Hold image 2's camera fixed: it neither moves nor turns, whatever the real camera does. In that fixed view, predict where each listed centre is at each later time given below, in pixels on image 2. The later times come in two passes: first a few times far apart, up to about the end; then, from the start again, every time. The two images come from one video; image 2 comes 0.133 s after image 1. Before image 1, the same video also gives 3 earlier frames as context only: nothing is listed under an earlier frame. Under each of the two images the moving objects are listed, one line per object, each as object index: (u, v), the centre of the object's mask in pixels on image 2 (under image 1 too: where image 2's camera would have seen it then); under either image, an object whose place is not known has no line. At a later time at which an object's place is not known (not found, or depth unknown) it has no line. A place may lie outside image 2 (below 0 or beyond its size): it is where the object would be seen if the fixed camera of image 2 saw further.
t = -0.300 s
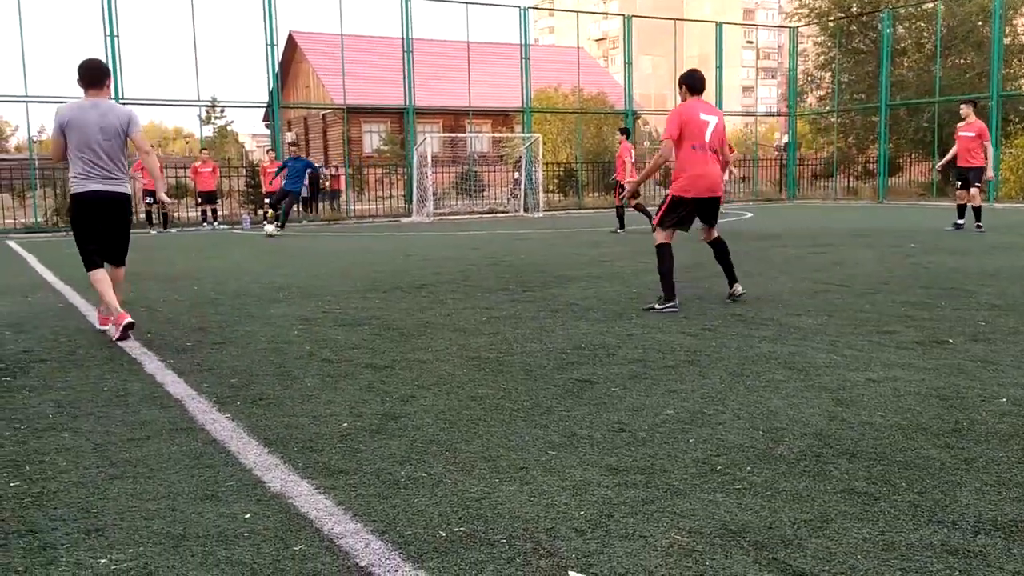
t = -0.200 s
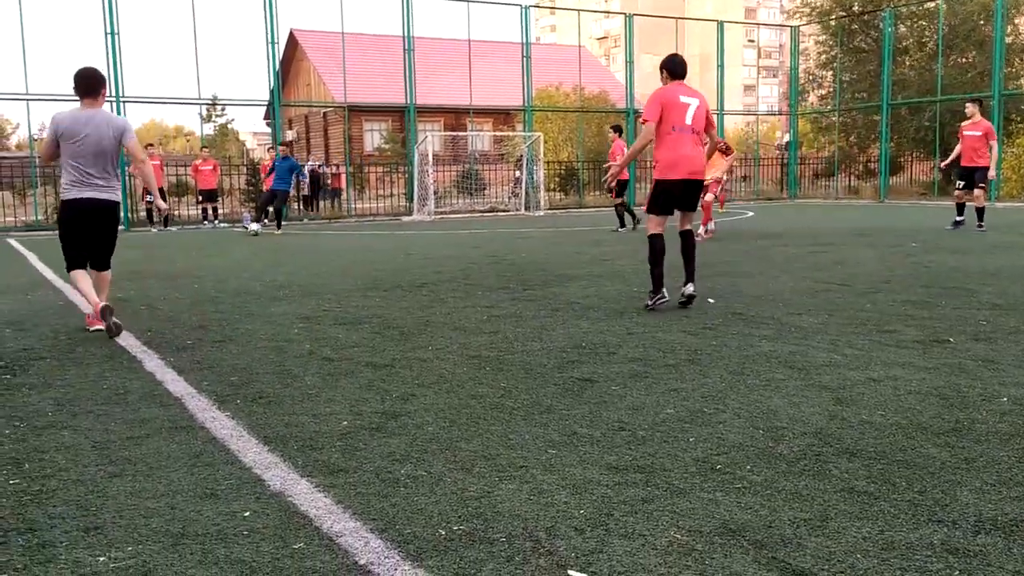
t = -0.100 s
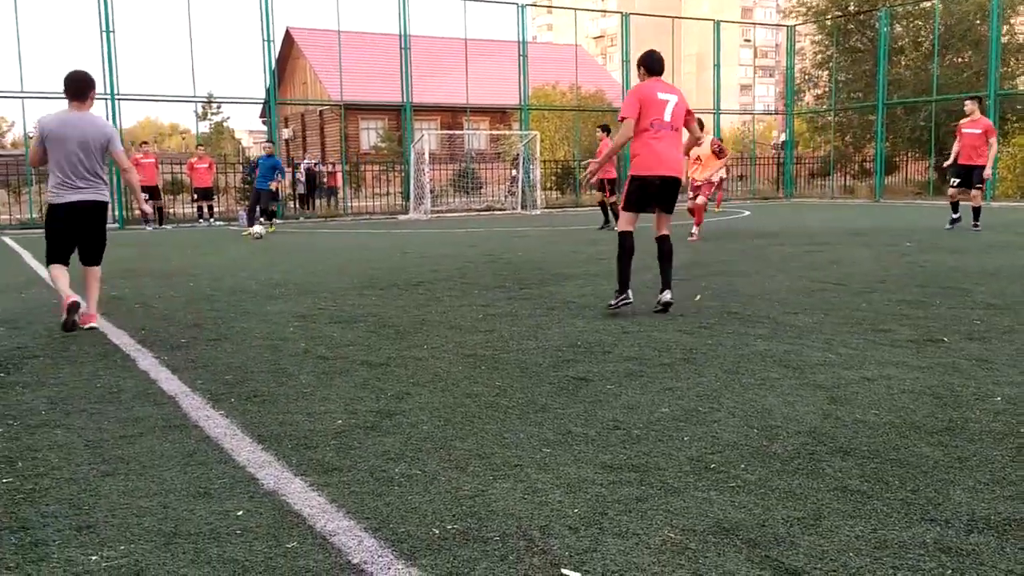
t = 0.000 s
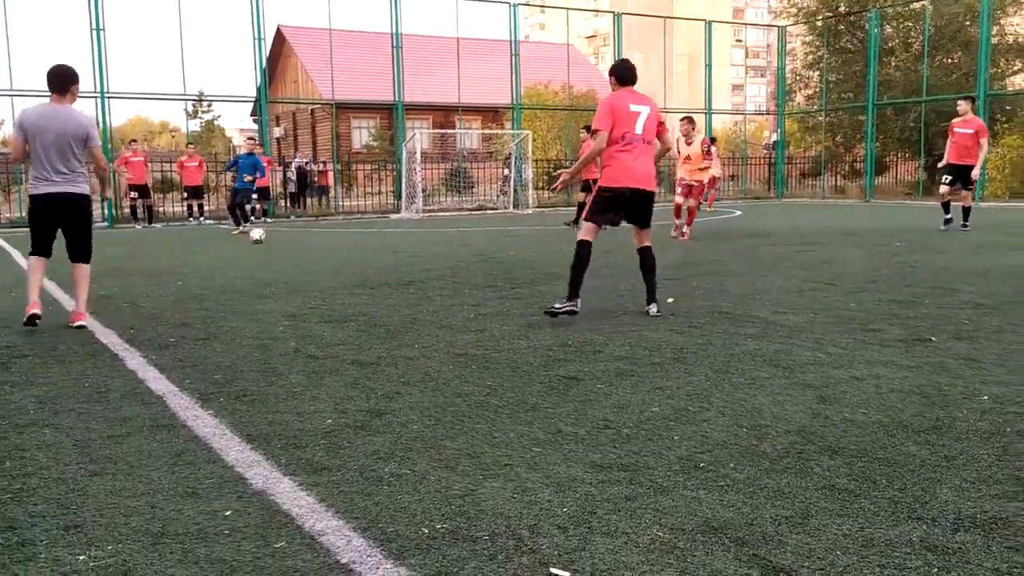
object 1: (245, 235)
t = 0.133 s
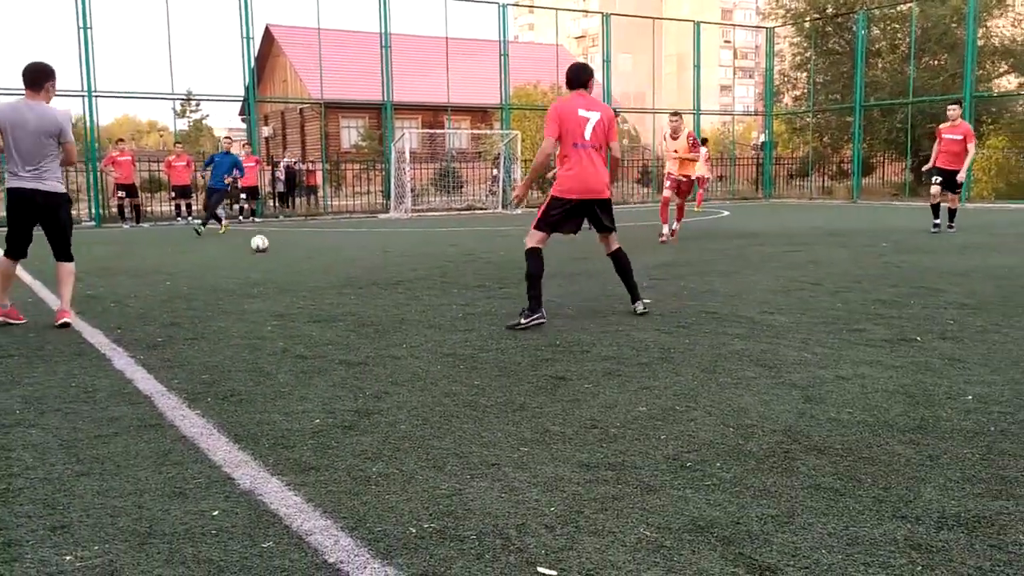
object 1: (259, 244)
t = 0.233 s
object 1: (271, 249)
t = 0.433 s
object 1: (300, 266)
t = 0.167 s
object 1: (263, 245)
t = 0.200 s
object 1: (267, 248)
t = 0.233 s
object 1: (271, 249)
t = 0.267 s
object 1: (275, 251)
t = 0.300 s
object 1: (280, 254)
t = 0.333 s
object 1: (285, 257)
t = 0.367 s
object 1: (290, 260)
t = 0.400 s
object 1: (294, 262)
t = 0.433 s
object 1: (300, 266)
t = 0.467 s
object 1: (305, 267)
